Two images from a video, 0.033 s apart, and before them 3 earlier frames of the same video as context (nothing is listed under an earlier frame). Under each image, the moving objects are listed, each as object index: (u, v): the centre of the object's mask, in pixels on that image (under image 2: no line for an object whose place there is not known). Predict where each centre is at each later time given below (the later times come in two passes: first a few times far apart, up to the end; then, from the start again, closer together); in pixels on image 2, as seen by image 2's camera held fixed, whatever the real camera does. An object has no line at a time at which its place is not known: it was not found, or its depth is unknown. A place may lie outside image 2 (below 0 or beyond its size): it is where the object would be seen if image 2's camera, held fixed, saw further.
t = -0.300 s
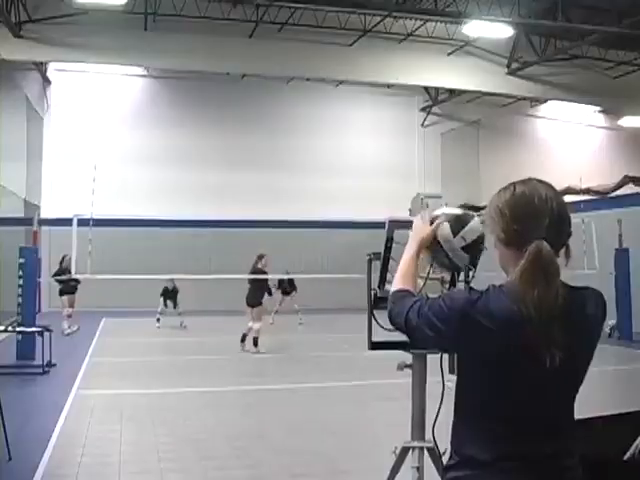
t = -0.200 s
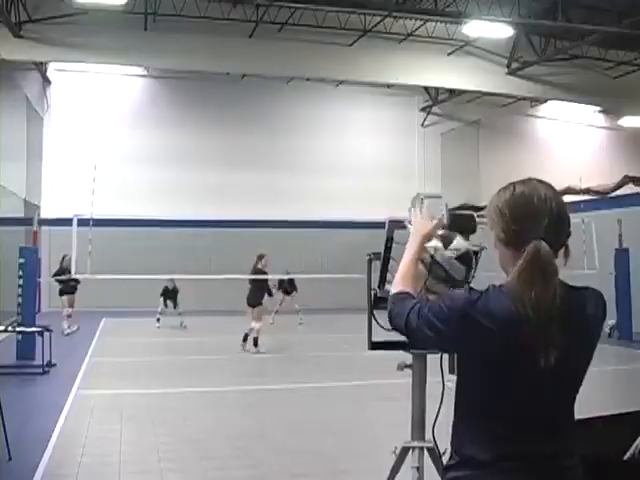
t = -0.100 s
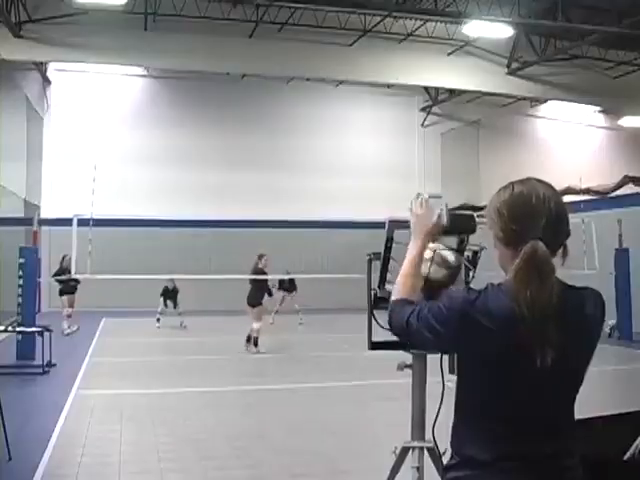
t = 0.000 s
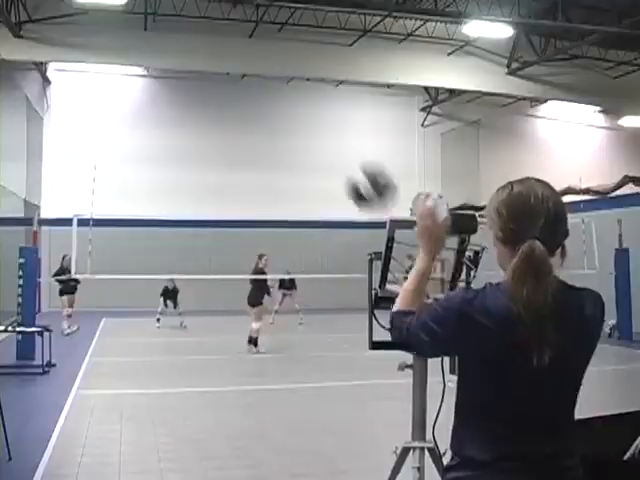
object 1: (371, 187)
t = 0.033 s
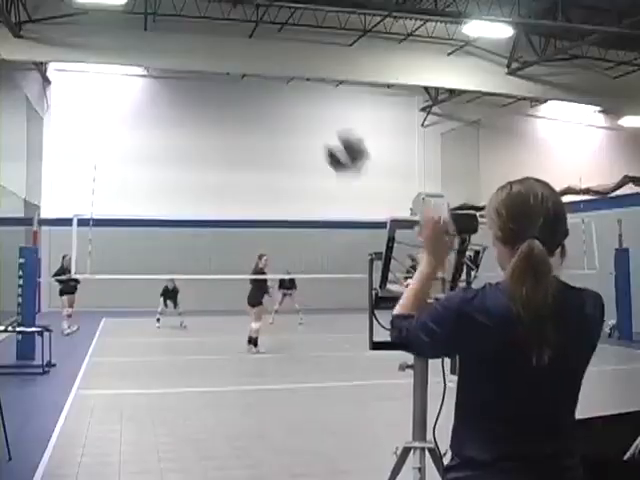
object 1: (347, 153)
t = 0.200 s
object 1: (278, 79)
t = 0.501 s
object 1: (248, 81)
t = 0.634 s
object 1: (246, 102)
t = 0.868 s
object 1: (249, 152)
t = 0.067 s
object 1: (327, 129)
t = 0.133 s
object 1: (298, 96)
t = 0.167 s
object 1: (287, 87)
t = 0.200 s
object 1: (278, 79)
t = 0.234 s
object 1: (272, 73)
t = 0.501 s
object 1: (248, 81)
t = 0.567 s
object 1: (246, 90)
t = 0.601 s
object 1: (246, 96)
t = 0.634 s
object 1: (246, 102)
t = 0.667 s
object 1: (246, 107)
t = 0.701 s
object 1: (246, 114)
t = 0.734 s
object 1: (246, 120)
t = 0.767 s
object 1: (247, 129)
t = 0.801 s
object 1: (247, 137)
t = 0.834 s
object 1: (249, 145)
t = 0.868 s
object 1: (249, 152)
